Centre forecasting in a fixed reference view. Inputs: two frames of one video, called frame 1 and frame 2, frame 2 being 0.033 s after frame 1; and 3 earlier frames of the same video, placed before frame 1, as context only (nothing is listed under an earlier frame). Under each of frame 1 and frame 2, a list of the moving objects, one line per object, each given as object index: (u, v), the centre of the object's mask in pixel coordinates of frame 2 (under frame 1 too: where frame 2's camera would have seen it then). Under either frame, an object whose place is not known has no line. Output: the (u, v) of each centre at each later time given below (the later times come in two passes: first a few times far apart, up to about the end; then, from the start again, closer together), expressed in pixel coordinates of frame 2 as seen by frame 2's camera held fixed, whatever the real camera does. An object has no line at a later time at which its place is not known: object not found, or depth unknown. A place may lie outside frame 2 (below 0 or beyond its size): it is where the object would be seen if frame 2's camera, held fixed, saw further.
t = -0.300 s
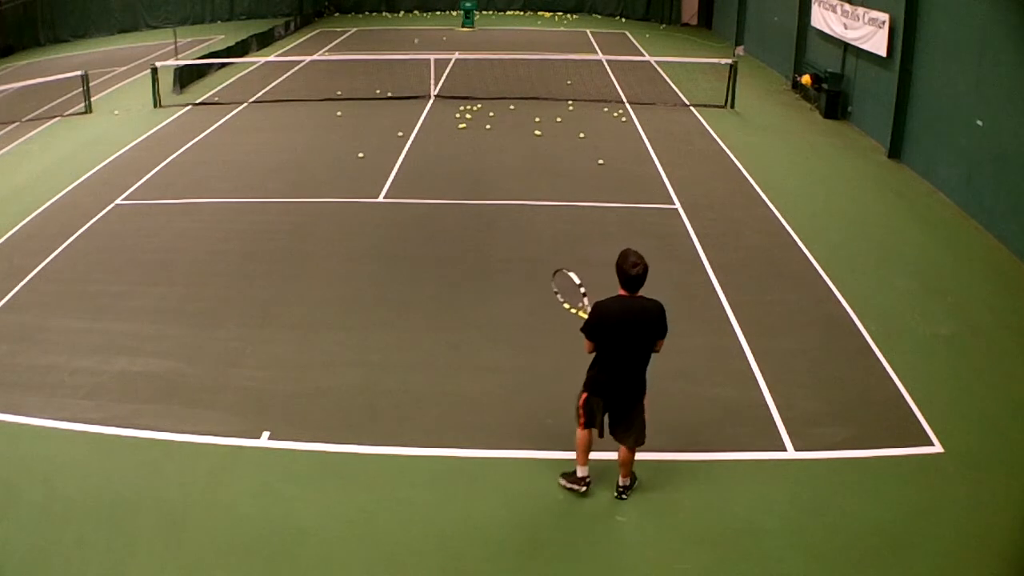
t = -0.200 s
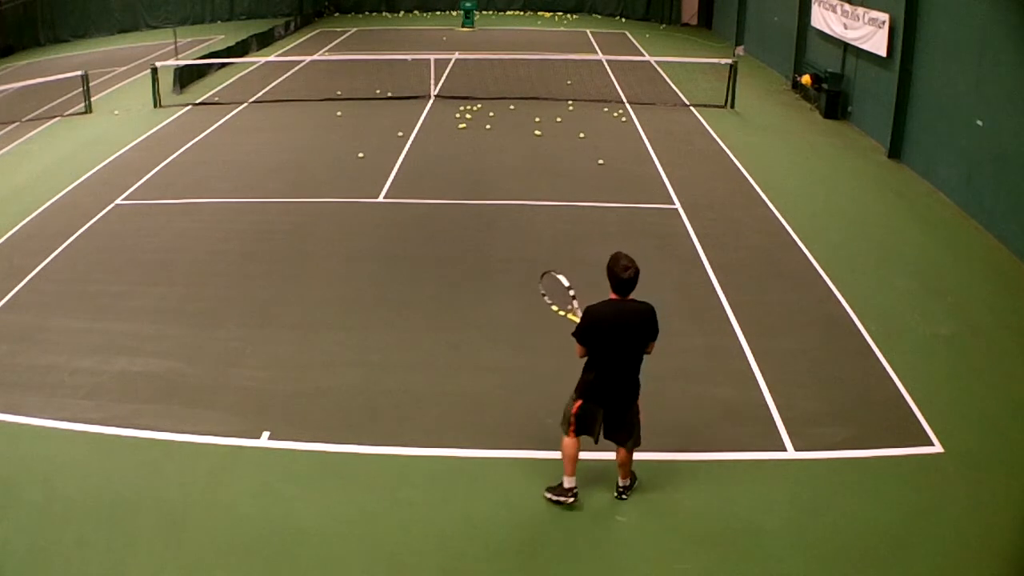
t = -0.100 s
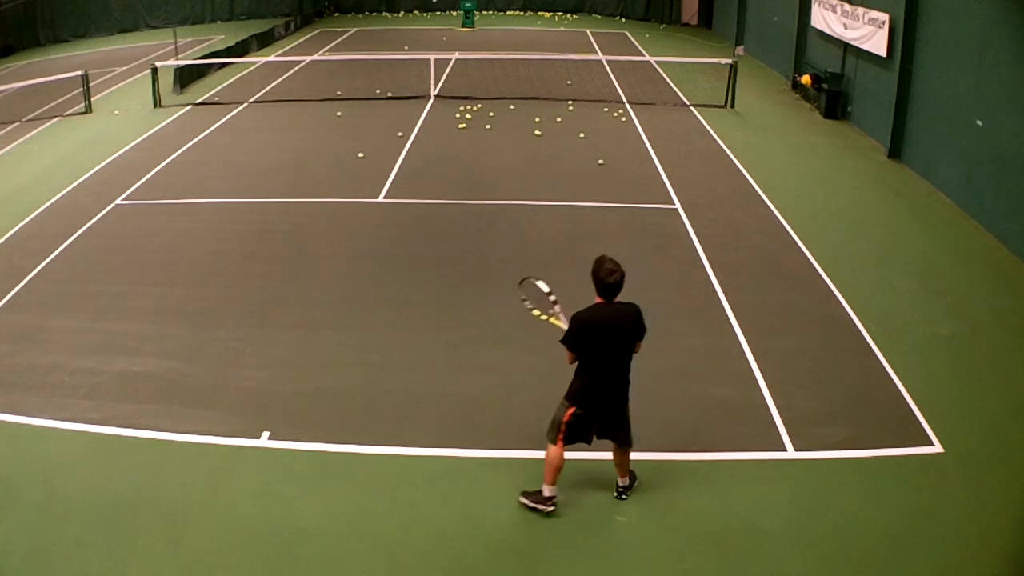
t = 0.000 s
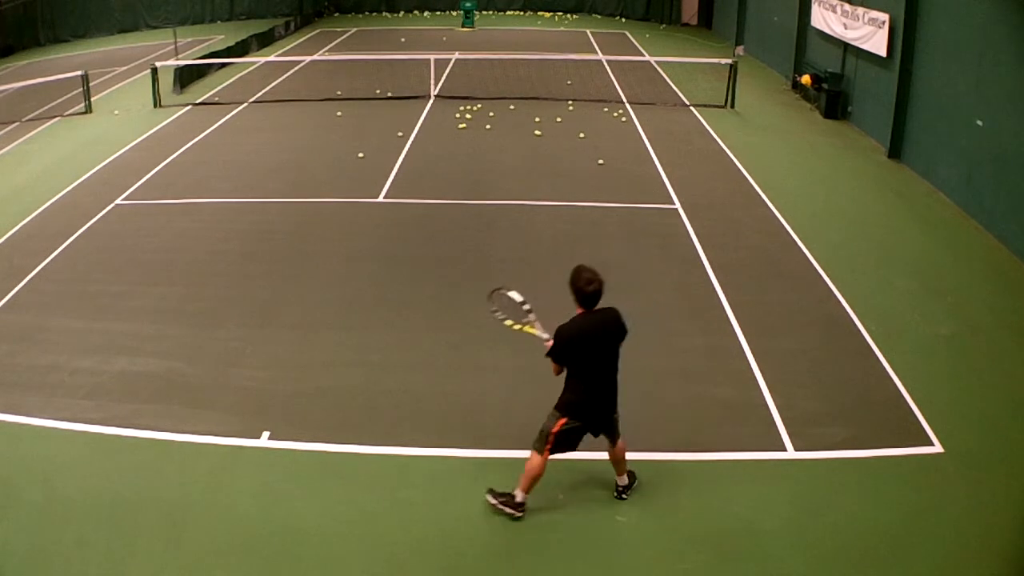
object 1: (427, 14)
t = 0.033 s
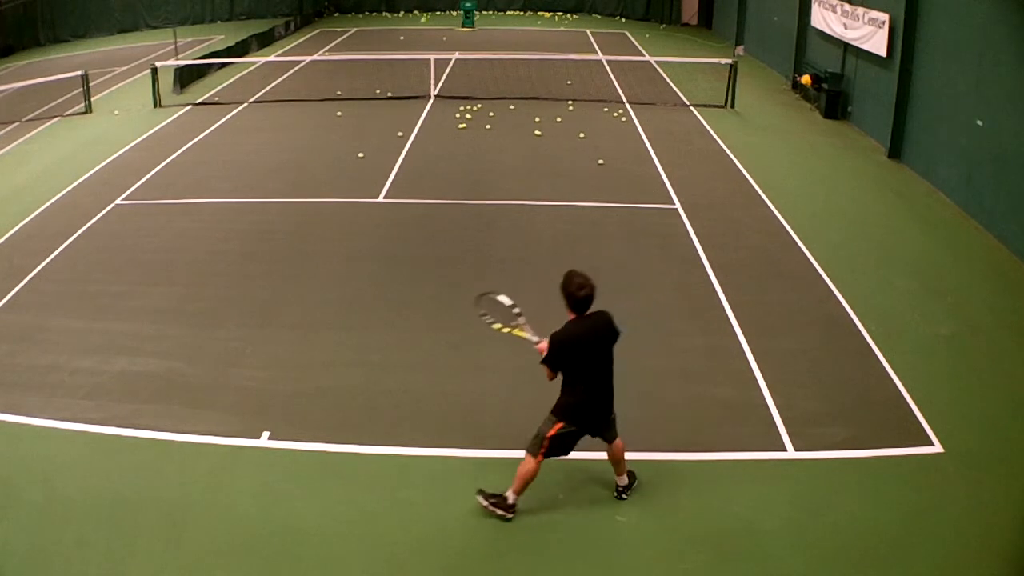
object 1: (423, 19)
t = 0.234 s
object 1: (400, 83)
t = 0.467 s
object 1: (364, 240)
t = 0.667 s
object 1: (331, 258)
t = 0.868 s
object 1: (289, 276)
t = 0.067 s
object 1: (419, 27)
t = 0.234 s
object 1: (400, 83)
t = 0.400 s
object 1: (375, 183)
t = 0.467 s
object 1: (364, 240)
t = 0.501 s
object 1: (358, 271)
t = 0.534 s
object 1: (353, 270)
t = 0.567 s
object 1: (347, 266)
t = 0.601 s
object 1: (342, 263)
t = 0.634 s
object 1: (336, 260)
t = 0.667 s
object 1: (331, 258)
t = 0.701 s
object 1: (325, 258)
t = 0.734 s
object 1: (318, 258)
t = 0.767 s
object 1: (311, 260)
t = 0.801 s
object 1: (305, 264)
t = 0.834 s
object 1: (297, 269)
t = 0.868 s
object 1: (289, 276)
